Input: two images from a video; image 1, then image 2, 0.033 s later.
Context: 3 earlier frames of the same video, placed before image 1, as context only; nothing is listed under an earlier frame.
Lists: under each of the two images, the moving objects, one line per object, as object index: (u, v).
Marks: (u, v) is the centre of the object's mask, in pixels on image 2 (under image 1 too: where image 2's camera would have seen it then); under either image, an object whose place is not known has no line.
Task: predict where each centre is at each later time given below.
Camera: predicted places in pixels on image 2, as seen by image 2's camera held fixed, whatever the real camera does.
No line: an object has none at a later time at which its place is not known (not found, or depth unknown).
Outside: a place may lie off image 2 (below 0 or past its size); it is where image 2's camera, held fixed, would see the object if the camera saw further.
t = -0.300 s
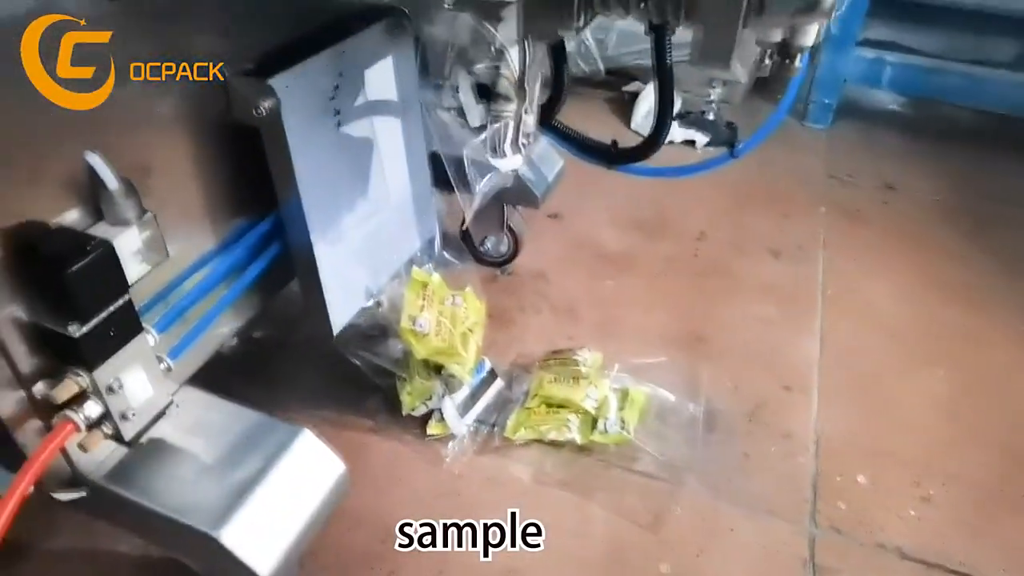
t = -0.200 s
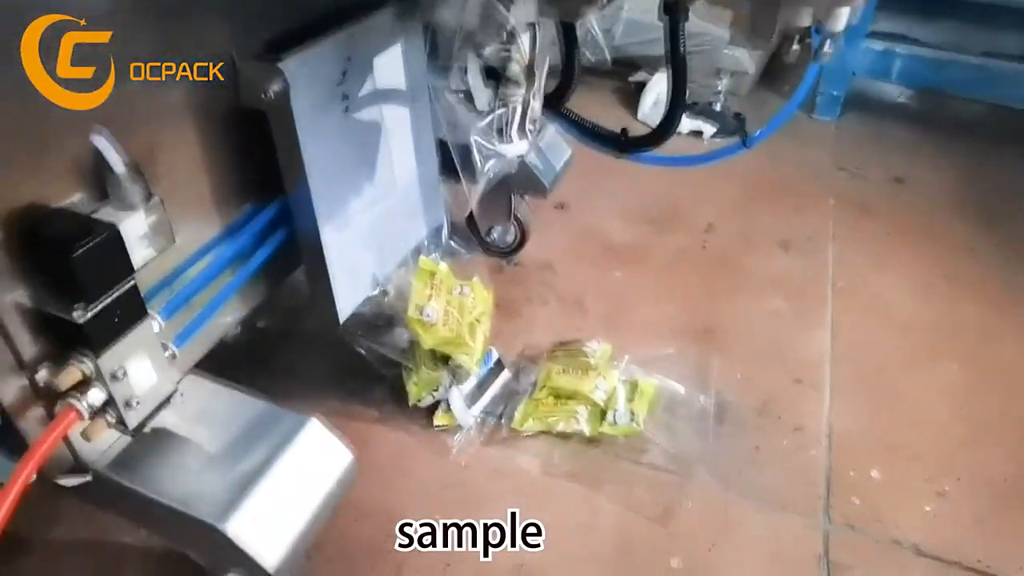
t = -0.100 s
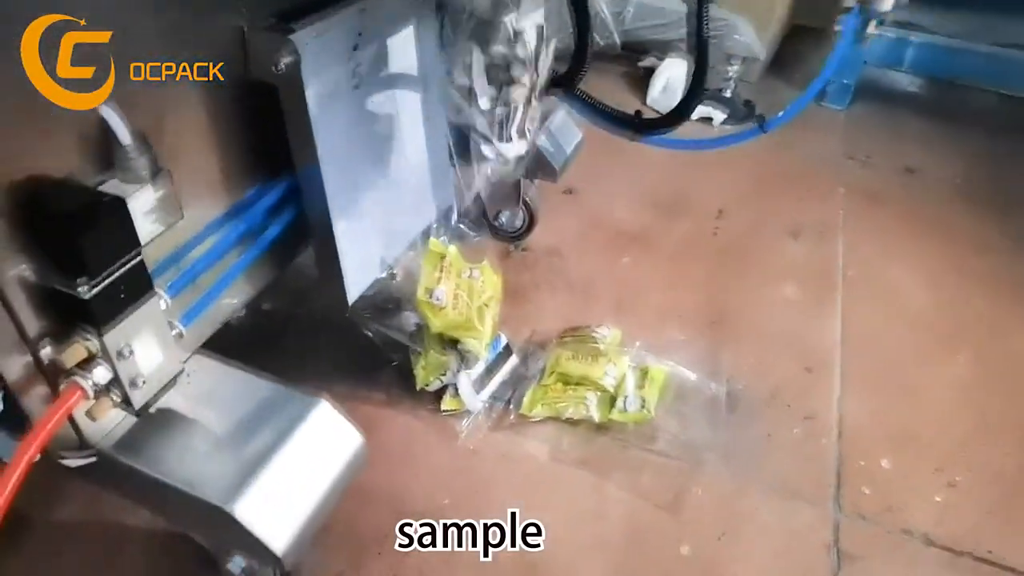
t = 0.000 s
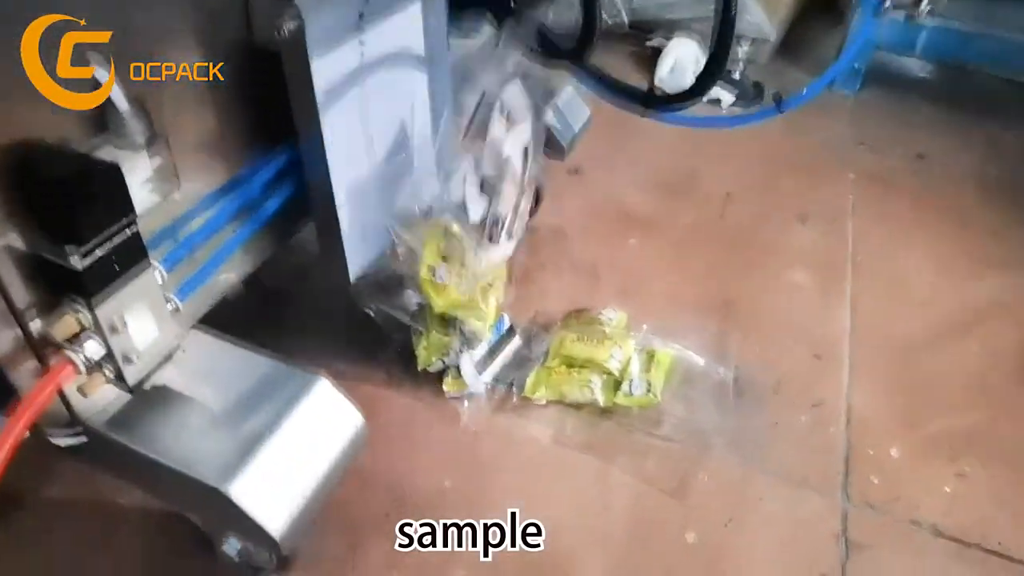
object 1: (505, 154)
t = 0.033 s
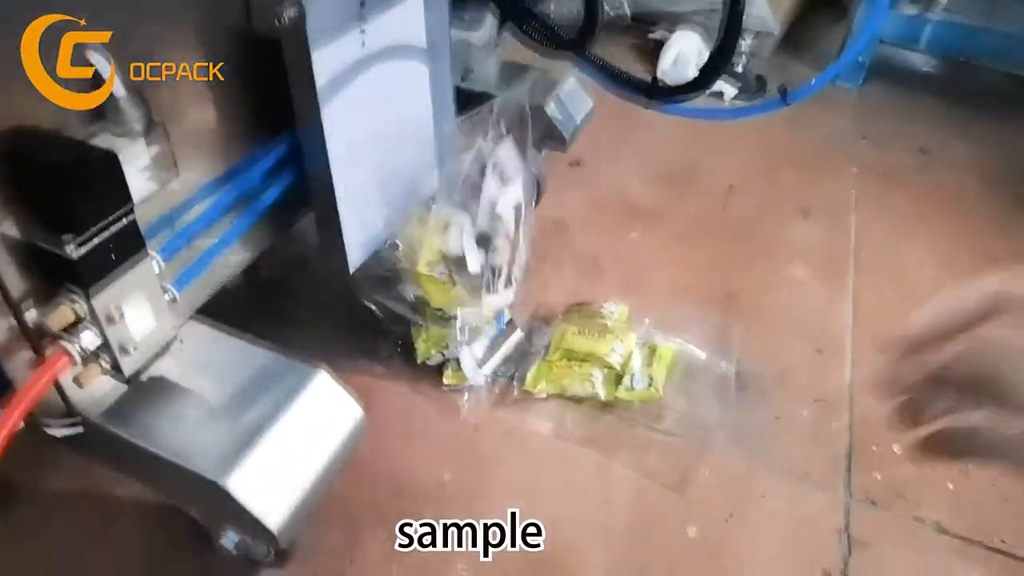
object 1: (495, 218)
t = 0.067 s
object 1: (507, 234)
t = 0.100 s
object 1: (526, 297)
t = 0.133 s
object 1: (545, 312)
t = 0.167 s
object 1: (567, 321)
